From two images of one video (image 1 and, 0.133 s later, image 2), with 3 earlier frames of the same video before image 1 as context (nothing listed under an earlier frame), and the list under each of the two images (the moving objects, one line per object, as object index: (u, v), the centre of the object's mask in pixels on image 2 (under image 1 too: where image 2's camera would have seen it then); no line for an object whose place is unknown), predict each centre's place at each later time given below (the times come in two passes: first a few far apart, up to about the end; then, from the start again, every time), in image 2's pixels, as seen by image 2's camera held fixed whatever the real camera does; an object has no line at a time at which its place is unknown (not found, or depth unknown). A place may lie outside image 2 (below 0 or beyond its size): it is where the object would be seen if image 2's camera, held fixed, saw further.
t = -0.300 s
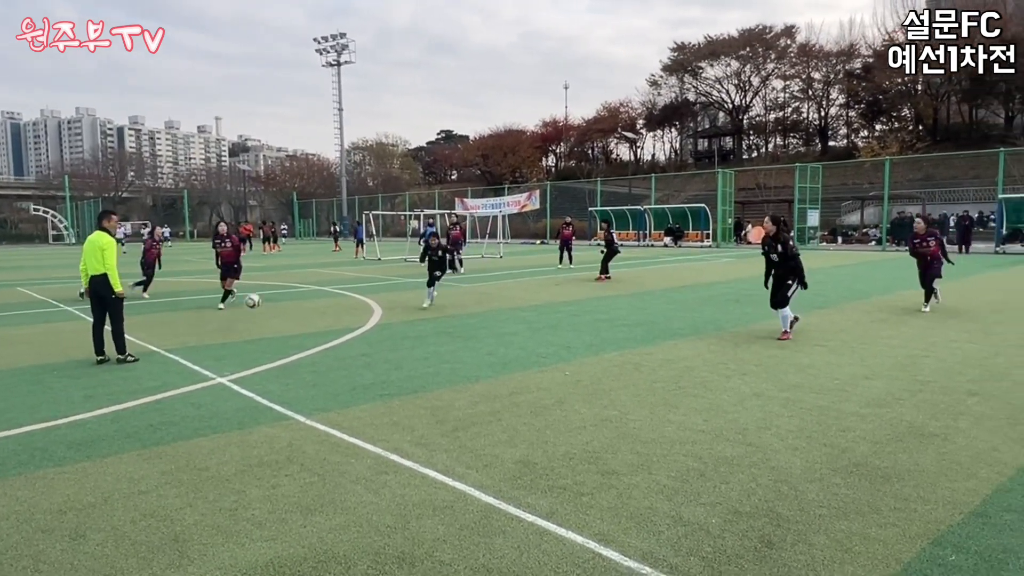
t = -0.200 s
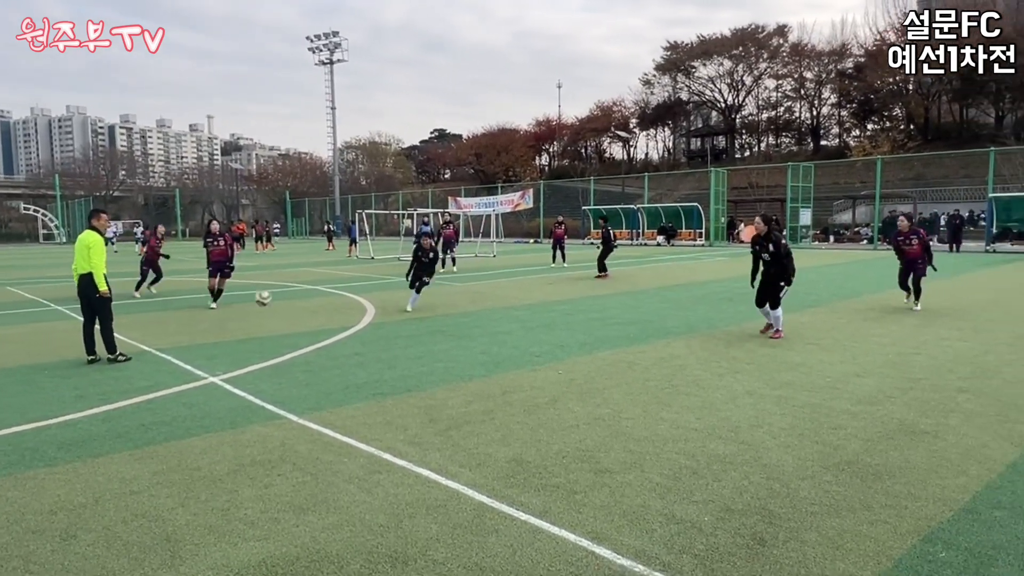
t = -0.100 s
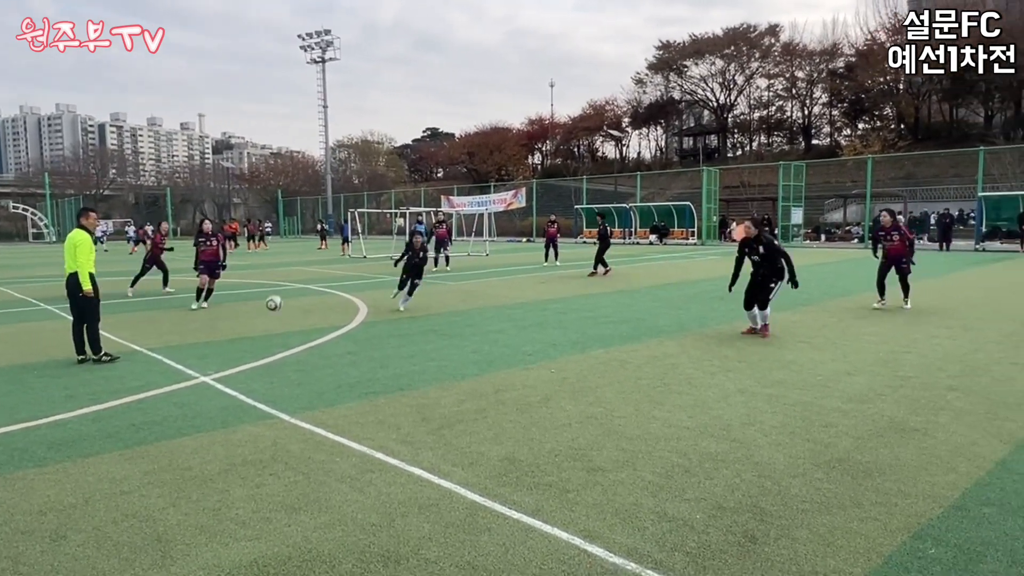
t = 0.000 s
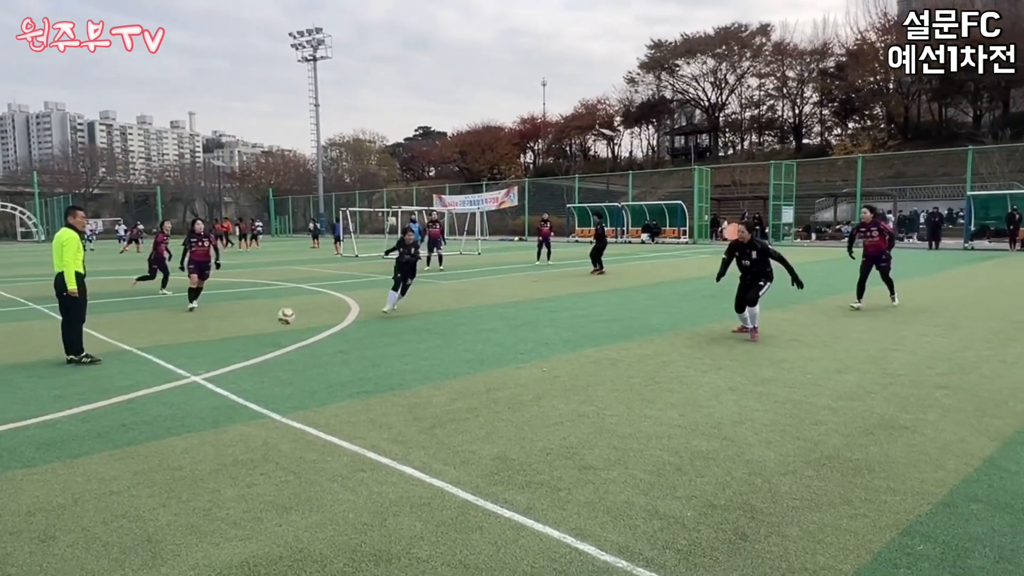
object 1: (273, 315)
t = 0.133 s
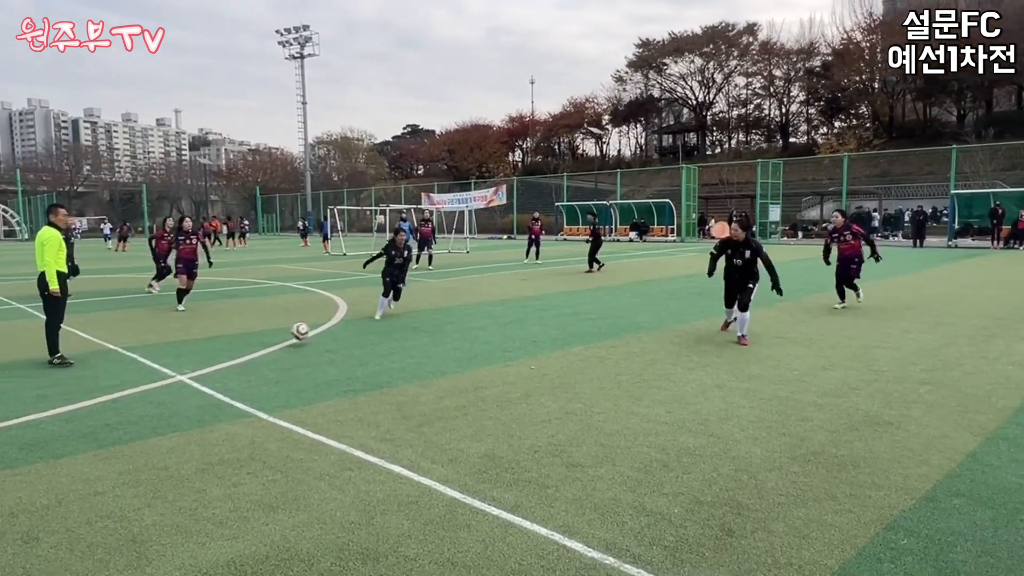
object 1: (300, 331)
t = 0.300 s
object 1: (328, 326)
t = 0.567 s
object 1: (380, 351)
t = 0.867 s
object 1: (453, 373)
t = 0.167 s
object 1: (306, 328)
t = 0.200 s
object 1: (311, 326)
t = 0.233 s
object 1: (317, 325)
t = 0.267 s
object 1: (322, 325)
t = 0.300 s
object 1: (328, 326)
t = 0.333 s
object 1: (334, 327)
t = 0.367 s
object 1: (340, 330)
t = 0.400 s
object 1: (346, 334)
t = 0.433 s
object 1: (353, 339)
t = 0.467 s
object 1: (360, 346)
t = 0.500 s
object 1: (367, 353)
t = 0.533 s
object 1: (373, 353)
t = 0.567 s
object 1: (380, 351)
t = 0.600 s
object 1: (388, 350)
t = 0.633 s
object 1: (395, 350)
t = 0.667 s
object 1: (403, 351)
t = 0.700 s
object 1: (410, 354)
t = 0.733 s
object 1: (418, 358)
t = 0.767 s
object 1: (427, 363)
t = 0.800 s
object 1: (435, 370)
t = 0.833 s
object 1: (444, 375)
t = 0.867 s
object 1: (453, 373)
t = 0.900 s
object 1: (462, 372)
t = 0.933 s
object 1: (471, 372)
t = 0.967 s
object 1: (480, 374)
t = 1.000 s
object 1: (490, 377)
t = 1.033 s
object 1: (500, 382)
